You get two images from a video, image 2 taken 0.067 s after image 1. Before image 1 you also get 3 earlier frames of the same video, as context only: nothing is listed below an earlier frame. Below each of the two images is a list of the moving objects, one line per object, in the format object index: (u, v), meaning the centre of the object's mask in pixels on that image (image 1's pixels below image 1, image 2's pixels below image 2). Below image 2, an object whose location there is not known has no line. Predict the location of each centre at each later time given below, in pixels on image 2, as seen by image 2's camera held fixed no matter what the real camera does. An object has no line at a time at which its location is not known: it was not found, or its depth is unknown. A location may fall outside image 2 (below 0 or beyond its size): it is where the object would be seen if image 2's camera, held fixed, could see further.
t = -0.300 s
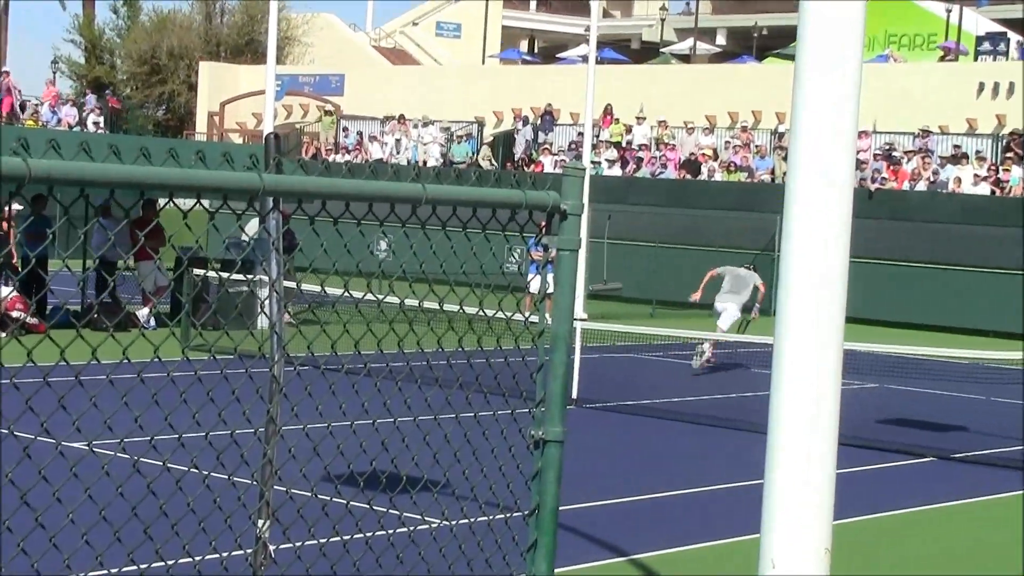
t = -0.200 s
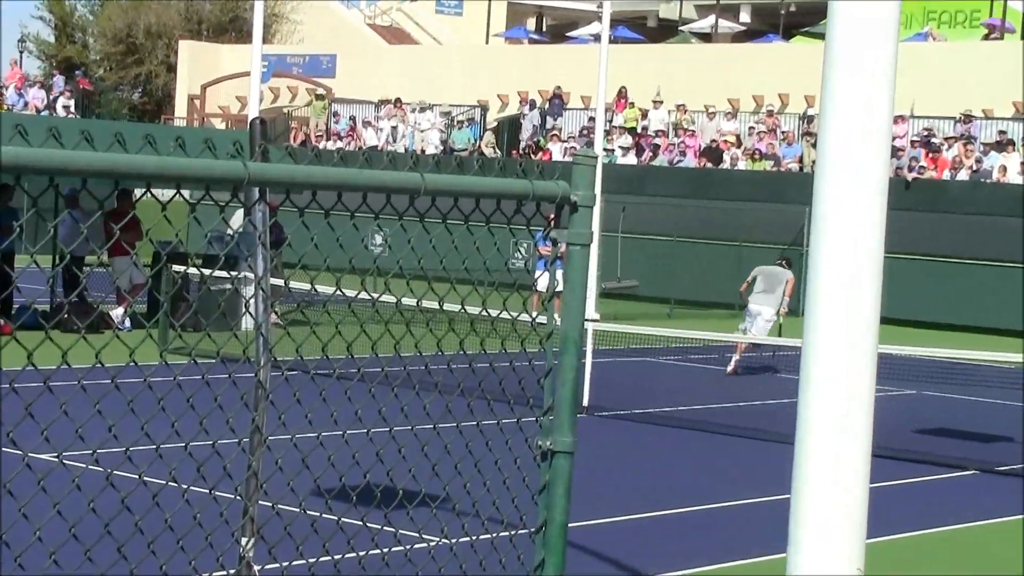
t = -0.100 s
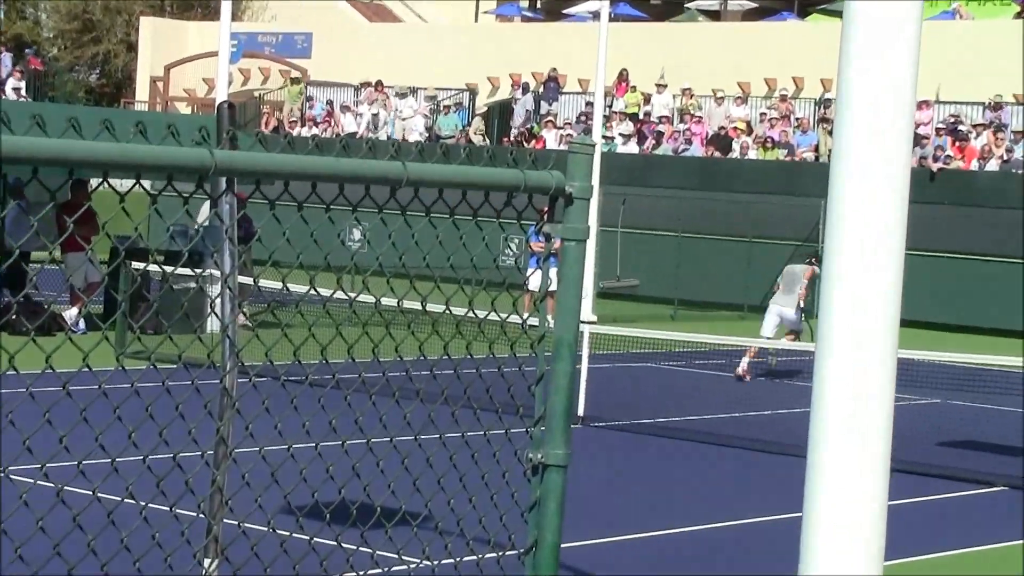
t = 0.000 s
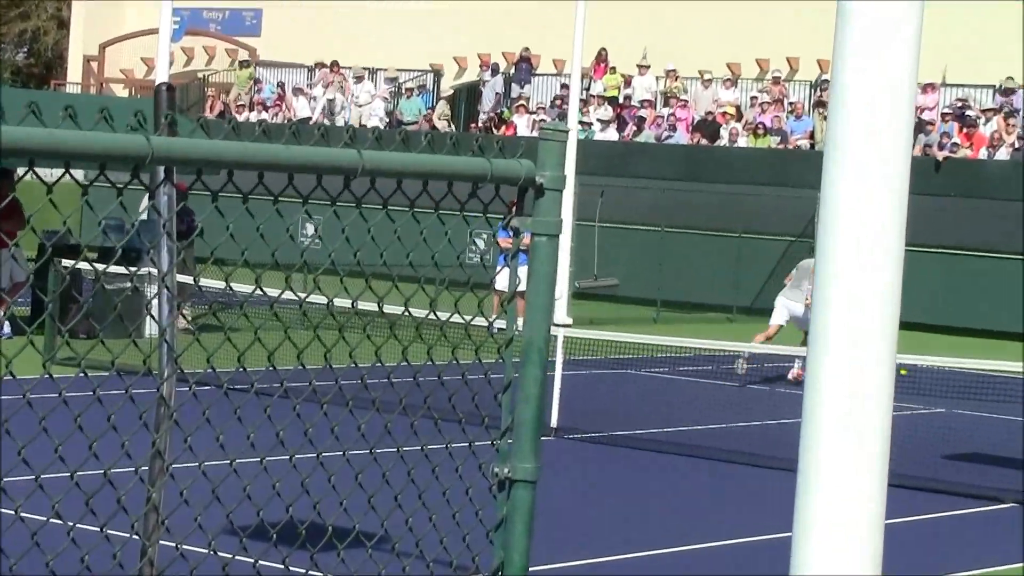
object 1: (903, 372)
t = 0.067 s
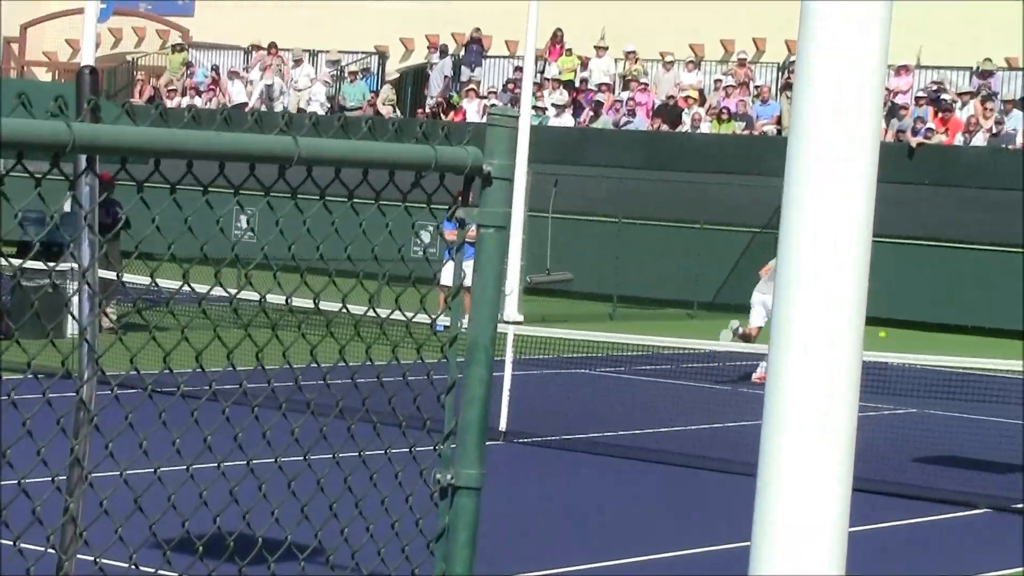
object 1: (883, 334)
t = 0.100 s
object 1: (888, 319)
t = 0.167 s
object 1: (900, 293)
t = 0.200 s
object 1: (905, 280)
